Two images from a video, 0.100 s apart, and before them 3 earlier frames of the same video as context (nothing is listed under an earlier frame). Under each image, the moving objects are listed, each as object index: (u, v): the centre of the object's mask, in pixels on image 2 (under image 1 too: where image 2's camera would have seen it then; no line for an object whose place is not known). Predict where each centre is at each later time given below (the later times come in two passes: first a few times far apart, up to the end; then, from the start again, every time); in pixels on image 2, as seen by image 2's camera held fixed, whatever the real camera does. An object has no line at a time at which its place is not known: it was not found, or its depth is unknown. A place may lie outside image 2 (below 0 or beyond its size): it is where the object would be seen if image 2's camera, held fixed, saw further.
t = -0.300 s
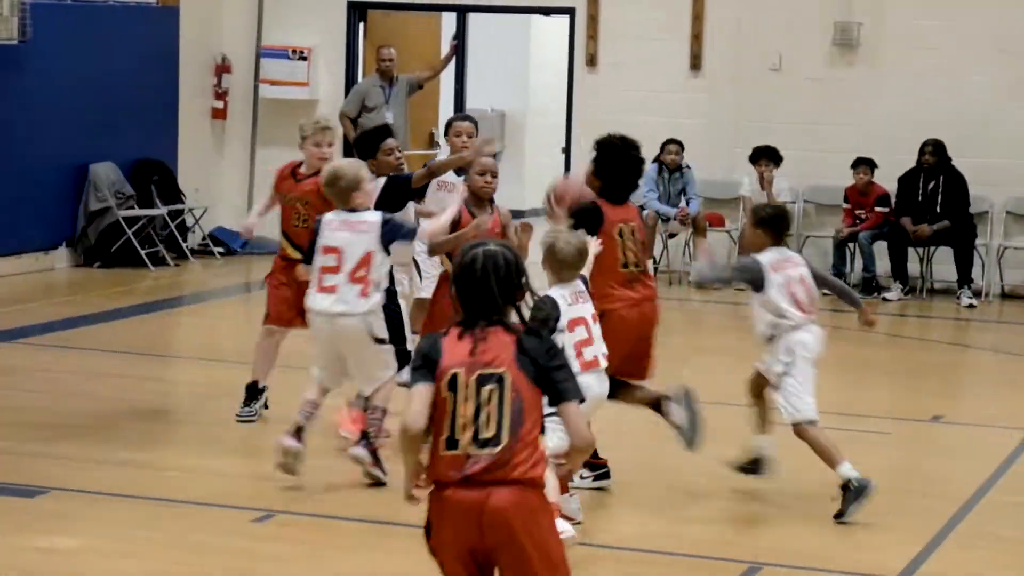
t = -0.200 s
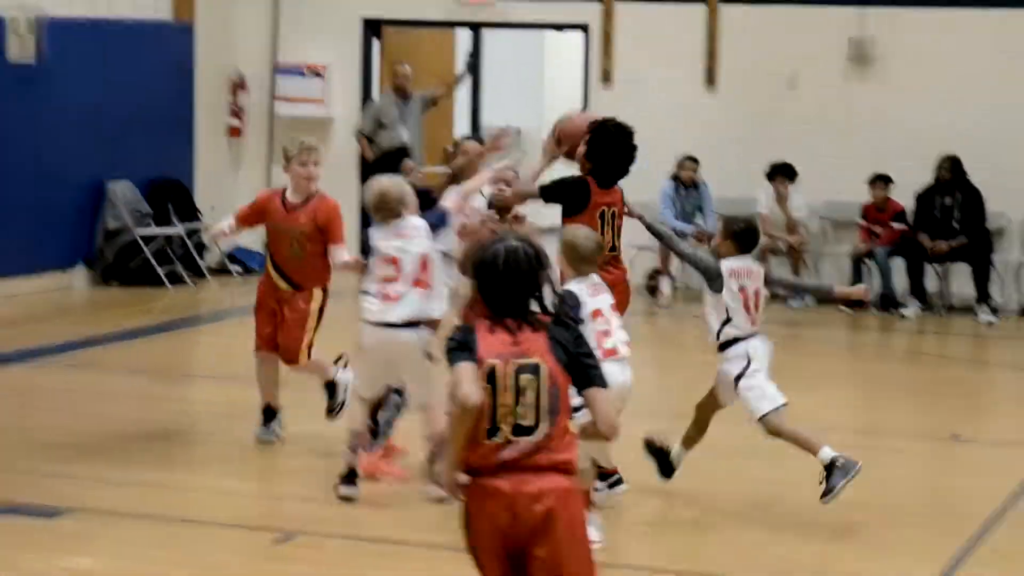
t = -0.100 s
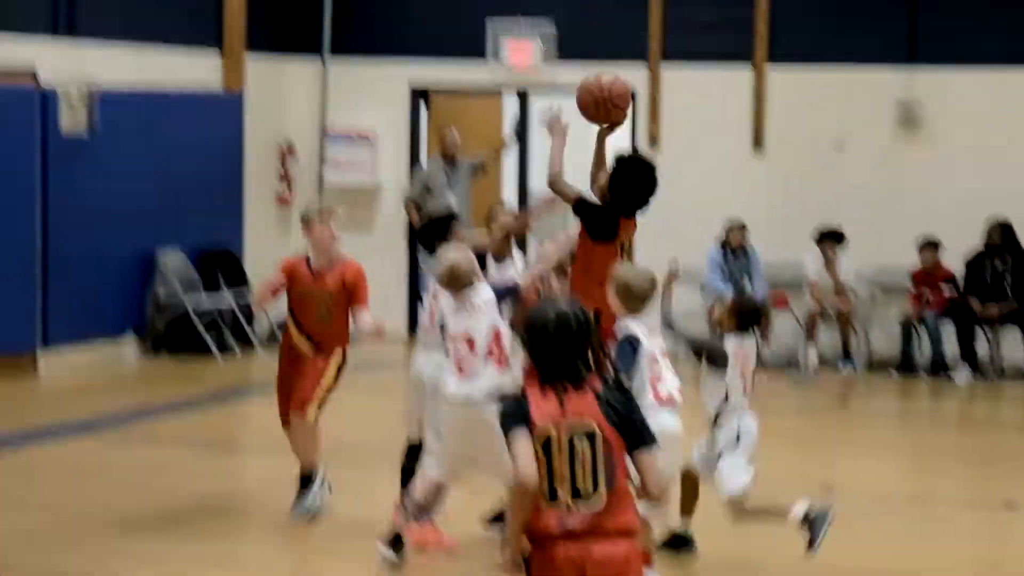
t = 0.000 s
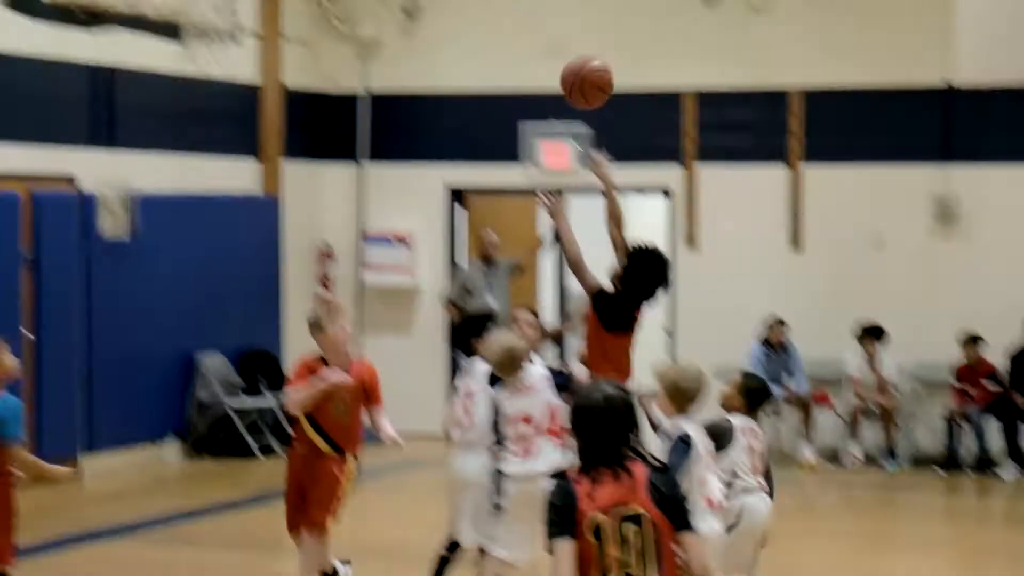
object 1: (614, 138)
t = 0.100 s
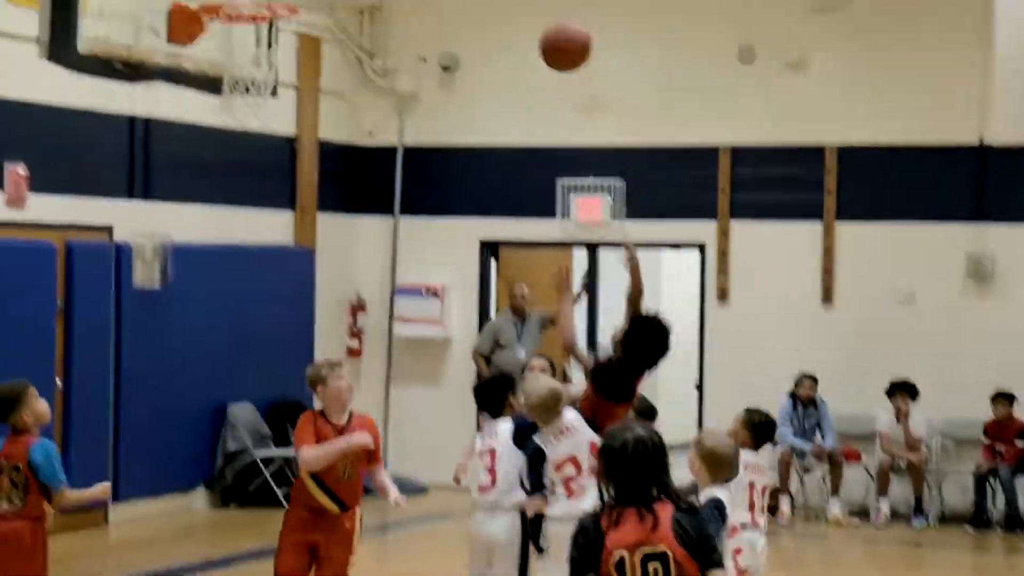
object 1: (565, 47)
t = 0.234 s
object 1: (494, -34)
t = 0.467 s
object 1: (372, -85)
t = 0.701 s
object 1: (253, -20)
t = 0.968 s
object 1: (270, 44)
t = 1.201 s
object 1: (265, 106)
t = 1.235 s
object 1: (262, 121)
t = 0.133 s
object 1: (547, 23)
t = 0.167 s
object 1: (530, 0)
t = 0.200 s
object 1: (511, -17)
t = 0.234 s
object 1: (494, -34)
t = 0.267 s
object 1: (476, -48)
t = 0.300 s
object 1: (458, -57)
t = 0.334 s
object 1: (441, -67)
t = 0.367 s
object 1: (424, -76)
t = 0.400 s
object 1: (406, -79)
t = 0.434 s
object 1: (389, -84)
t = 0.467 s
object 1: (372, -85)
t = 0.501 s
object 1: (354, -85)
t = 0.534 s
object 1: (337, -80)
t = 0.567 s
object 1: (320, -72)
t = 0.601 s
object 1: (304, -62)
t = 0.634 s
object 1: (287, -51)
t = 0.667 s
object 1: (270, -37)
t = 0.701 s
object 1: (253, -20)
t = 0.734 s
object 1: (237, -9)
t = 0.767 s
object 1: (236, 13)
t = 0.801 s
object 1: (243, 24)
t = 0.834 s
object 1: (254, 32)
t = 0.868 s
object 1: (261, 38)
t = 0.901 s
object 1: (265, 41)
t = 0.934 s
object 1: (268, 43)
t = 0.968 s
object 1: (270, 44)
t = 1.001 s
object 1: (271, 47)
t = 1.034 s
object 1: (272, 51)
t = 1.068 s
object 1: (271, 58)
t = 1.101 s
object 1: (270, 66)
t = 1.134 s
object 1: (268, 77)
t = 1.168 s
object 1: (266, 88)
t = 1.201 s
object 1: (265, 106)
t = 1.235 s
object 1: (262, 121)
